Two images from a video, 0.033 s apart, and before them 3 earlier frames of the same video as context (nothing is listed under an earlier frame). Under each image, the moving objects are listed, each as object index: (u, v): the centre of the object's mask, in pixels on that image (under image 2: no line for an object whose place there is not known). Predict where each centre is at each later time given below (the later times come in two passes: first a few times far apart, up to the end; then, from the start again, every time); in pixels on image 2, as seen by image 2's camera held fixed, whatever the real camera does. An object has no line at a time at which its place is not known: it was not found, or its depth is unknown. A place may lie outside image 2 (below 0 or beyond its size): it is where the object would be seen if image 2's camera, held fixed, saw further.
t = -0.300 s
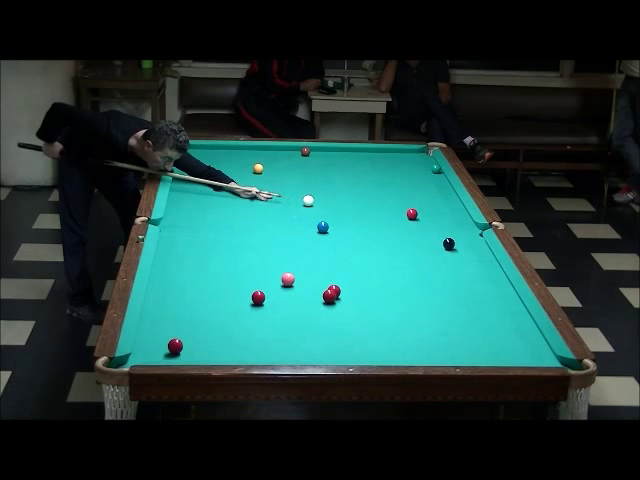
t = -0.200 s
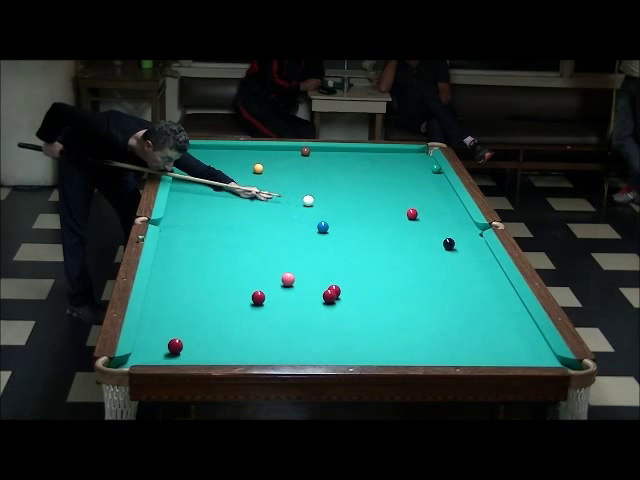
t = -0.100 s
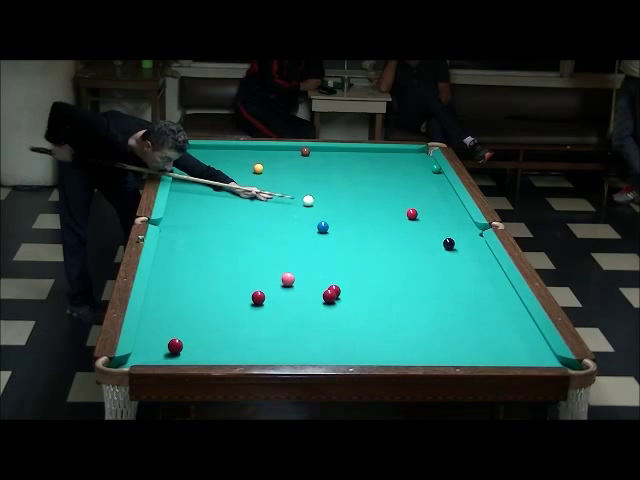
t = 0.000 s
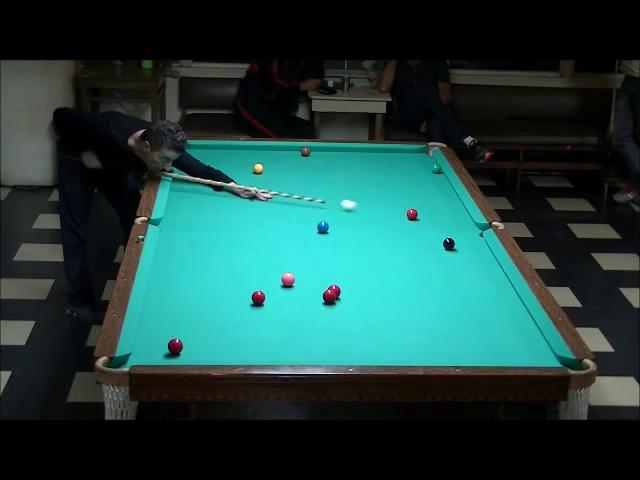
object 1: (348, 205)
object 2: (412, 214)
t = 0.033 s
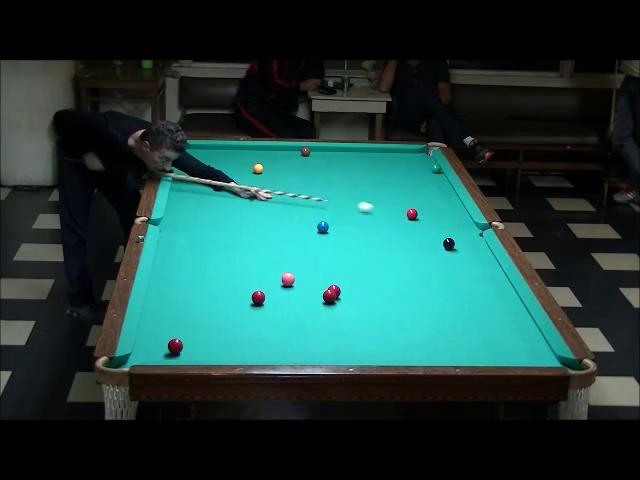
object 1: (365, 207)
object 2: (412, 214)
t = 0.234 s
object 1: (412, 210)
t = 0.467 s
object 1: (446, 209)
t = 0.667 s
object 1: (452, 210)
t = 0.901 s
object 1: (429, 212)
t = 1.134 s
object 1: (408, 213)
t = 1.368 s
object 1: (388, 214)
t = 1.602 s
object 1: (368, 216)
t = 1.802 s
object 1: (353, 216)
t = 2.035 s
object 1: (336, 218)
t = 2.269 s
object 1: (320, 218)
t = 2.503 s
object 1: (305, 220)
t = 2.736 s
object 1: (292, 220)
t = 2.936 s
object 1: (281, 221)
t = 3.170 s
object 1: (270, 222)
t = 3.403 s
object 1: (261, 222)
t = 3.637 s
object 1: (252, 223)
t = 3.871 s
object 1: (245, 223)
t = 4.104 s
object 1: (240, 223)
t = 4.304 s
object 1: (236, 224)
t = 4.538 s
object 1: (234, 224)
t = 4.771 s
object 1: (233, 224)
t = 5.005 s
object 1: (233, 224)
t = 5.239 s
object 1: (233, 224)
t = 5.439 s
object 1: (233, 224)
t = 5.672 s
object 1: (233, 224)
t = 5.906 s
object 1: (233, 224)
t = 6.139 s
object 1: (233, 224)
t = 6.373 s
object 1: (233, 224)
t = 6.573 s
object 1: (233, 224)
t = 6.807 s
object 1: (233, 224)
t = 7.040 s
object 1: (233, 224)
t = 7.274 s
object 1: (233, 224)
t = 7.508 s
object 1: (233, 224)
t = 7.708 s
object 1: (233, 224)
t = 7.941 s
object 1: (233, 224)
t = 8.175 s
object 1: (233, 224)
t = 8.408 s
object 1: (233, 224)
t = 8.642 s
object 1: (233, 224)
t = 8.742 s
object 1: (233, 224)
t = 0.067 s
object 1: (381, 209)
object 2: (411, 214)
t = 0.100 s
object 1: (397, 211)
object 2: (412, 213)
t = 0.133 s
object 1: (403, 211)
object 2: (421, 215)
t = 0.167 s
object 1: (405, 211)
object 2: (433, 217)
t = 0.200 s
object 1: (408, 210)
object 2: (445, 220)
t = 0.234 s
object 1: (412, 210)
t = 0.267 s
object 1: (416, 210)
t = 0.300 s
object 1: (421, 210)
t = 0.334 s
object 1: (426, 210)
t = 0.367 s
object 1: (431, 210)
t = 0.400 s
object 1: (436, 210)
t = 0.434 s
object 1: (441, 210)
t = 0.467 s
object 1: (446, 209)
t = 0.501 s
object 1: (451, 209)
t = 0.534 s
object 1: (455, 209)
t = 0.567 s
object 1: (460, 209)
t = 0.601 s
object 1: (459, 209)
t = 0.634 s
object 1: (455, 210)
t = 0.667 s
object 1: (452, 210)
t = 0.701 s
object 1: (449, 210)
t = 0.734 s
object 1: (445, 211)
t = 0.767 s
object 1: (442, 211)
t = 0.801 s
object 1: (439, 211)
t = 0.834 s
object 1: (436, 211)
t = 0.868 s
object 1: (433, 211)
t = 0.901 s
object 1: (429, 212)
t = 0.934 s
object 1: (426, 212)
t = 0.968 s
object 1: (423, 212)
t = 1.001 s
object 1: (420, 212)
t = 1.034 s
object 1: (417, 213)
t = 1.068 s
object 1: (414, 213)
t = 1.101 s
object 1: (411, 213)
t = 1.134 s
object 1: (408, 213)
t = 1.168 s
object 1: (405, 213)
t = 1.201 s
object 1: (402, 214)
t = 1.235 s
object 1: (399, 214)
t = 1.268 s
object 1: (396, 214)
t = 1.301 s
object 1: (393, 214)
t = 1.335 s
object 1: (390, 214)
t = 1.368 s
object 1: (388, 214)
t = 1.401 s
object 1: (385, 215)
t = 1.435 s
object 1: (382, 215)
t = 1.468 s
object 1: (379, 215)
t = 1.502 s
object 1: (377, 215)
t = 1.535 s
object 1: (374, 215)
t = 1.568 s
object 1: (371, 216)
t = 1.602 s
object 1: (368, 216)
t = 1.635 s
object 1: (366, 216)
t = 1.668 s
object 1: (363, 216)
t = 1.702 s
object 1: (361, 216)
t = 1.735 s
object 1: (358, 216)
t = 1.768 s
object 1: (356, 216)
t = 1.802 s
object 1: (353, 216)
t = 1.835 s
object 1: (350, 217)
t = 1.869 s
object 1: (348, 217)
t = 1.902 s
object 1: (345, 217)
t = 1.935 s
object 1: (343, 217)
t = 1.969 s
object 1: (341, 218)
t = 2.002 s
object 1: (338, 218)
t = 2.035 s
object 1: (336, 218)
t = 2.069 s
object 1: (334, 218)
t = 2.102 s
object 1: (331, 218)
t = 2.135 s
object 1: (329, 218)
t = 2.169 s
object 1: (327, 218)
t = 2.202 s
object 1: (325, 217)
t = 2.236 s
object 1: (322, 217)
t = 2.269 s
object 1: (320, 218)
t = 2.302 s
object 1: (317, 218)
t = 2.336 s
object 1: (315, 219)
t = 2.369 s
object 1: (313, 219)
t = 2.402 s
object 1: (312, 219)
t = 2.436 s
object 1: (309, 220)
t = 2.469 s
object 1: (307, 220)
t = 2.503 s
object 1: (305, 220)
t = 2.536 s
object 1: (304, 220)
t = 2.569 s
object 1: (301, 220)
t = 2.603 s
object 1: (299, 220)
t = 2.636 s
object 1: (297, 220)
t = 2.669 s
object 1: (295, 220)
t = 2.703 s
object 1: (293, 220)
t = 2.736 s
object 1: (292, 220)
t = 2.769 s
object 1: (290, 221)
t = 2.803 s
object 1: (288, 221)
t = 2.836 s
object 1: (286, 221)
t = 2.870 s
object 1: (285, 221)
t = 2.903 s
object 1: (283, 221)
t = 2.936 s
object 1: (281, 221)
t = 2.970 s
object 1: (279, 221)
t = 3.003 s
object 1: (278, 221)
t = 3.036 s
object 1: (276, 221)
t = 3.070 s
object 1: (275, 222)
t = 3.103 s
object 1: (273, 222)
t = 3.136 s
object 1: (272, 222)
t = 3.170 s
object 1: (270, 222)
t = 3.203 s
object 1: (269, 222)
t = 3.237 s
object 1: (267, 222)
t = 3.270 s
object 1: (266, 222)
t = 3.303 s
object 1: (265, 222)
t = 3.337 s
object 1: (263, 222)
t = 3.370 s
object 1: (262, 222)
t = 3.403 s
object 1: (261, 222)
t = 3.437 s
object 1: (259, 222)
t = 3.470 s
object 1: (258, 222)
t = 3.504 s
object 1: (257, 222)
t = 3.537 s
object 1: (255, 222)
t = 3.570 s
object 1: (254, 223)
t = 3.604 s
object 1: (253, 223)
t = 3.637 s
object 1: (252, 223)
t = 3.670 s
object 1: (251, 223)
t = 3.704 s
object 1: (250, 223)
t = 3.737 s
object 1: (249, 223)
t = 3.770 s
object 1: (248, 223)
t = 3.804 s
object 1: (247, 223)
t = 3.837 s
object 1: (246, 223)
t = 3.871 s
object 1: (245, 223)
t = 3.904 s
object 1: (244, 223)
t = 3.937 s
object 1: (243, 223)
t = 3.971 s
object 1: (243, 223)
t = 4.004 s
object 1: (242, 223)
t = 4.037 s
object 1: (241, 223)
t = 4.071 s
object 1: (240, 223)
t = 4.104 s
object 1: (240, 223)
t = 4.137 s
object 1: (239, 223)
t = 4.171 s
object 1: (239, 223)
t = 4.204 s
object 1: (238, 223)
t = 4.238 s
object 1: (237, 223)
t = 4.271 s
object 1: (237, 224)
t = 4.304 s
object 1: (236, 224)
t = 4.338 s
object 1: (236, 224)
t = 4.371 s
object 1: (235, 224)
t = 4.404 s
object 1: (235, 224)
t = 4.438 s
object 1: (234, 224)
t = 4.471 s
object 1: (234, 224)
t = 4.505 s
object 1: (234, 224)
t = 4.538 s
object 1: (234, 224)
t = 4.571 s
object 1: (233, 224)
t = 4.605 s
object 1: (233, 224)
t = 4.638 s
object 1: (233, 224)
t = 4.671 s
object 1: (233, 224)
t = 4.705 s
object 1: (233, 224)
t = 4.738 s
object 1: (233, 224)
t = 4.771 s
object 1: (233, 224)
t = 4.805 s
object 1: (233, 224)
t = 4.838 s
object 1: (233, 224)
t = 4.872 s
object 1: (233, 224)
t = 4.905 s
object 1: (233, 224)
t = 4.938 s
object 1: (233, 224)
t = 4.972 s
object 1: (233, 224)
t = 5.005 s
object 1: (233, 224)
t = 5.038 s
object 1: (233, 224)
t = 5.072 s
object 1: (233, 224)
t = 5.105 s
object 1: (233, 224)
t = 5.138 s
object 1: (233, 224)
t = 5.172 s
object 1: (233, 224)
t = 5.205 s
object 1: (233, 224)
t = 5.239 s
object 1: (233, 224)
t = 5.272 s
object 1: (233, 224)
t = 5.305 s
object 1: (233, 224)
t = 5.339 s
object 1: (233, 224)
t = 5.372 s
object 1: (233, 224)
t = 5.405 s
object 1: (233, 224)
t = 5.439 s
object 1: (233, 224)
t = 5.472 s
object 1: (233, 224)
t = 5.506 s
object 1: (233, 224)
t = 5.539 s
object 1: (233, 224)
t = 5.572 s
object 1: (233, 224)
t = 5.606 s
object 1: (233, 224)
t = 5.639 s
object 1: (233, 224)
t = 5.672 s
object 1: (233, 224)
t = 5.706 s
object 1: (233, 224)
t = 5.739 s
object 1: (233, 224)
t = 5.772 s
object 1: (233, 224)
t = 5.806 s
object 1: (233, 224)
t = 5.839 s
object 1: (233, 224)
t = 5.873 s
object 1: (233, 224)
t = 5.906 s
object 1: (233, 224)
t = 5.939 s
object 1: (233, 224)
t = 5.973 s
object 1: (233, 224)
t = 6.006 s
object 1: (233, 224)
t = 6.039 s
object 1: (233, 224)
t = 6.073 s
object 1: (233, 224)
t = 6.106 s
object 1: (233, 224)
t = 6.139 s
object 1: (233, 224)
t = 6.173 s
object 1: (233, 224)
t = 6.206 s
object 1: (233, 224)
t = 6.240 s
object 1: (233, 224)
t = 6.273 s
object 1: (233, 224)
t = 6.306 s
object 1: (233, 224)
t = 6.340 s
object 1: (233, 224)
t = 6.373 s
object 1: (233, 224)
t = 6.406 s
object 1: (233, 224)
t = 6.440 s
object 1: (233, 224)
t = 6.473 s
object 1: (233, 224)
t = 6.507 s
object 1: (233, 224)
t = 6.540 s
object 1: (233, 224)
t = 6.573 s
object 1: (233, 224)
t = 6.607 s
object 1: (233, 224)
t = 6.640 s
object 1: (233, 224)
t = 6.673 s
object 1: (233, 224)
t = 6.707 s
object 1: (233, 224)
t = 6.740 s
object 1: (233, 224)
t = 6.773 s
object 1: (233, 224)
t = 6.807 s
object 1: (233, 224)
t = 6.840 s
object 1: (233, 224)
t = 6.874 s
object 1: (233, 224)
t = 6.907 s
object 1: (233, 224)
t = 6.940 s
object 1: (233, 224)
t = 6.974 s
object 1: (233, 224)
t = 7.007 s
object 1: (233, 224)
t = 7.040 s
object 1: (233, 224)
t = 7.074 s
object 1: (233, 224)
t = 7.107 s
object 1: (233, 224)
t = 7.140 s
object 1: (233, 224)
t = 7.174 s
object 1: (233, 224)
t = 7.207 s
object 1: (233, 224)
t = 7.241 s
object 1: (233, 224)
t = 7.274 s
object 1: (233, 224)
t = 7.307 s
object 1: (233, 224)
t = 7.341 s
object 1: (233, 224)
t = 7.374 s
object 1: (233, 224)
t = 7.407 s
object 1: (233, 224)
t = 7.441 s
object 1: (233, 224)
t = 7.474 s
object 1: (233, 224)
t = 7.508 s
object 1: (233, 224)
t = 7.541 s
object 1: (233, 224)
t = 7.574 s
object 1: (233, 224)
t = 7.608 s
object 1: (233, 224)
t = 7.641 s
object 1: (233, 224)
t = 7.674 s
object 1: (233, 224)
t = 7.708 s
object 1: (233, 224)
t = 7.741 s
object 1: (233, 224)
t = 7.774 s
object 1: (233, 224)
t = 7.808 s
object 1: (233, 224)
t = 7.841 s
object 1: (233, 224)
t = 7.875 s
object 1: (233, 224)
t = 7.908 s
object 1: (233, 224)
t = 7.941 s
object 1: (233, 224)
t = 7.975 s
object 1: (233, 224)
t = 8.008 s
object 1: (233, 224)
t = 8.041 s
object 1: (233, 224)
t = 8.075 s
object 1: (233, 224)
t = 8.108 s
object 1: (233, 224)
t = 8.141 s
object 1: (233, 224)
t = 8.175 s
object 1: (233, 224)
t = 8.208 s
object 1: (233, 224)
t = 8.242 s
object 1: (233, 224)
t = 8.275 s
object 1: (233, 224)
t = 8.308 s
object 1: (233, 224)
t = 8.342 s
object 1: (233, 224)
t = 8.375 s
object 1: (233, 224)
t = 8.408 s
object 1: (233, 224)
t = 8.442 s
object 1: (233, 224)
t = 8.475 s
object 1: (233, 224)
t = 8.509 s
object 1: (233, 224)
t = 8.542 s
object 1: (233, 224)
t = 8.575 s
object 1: (233, 224)
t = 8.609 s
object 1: (233, 224)
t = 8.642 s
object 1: (233, 224)
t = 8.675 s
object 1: (233, 224)
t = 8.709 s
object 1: (233, 224)
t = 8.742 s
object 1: (233, 224)
